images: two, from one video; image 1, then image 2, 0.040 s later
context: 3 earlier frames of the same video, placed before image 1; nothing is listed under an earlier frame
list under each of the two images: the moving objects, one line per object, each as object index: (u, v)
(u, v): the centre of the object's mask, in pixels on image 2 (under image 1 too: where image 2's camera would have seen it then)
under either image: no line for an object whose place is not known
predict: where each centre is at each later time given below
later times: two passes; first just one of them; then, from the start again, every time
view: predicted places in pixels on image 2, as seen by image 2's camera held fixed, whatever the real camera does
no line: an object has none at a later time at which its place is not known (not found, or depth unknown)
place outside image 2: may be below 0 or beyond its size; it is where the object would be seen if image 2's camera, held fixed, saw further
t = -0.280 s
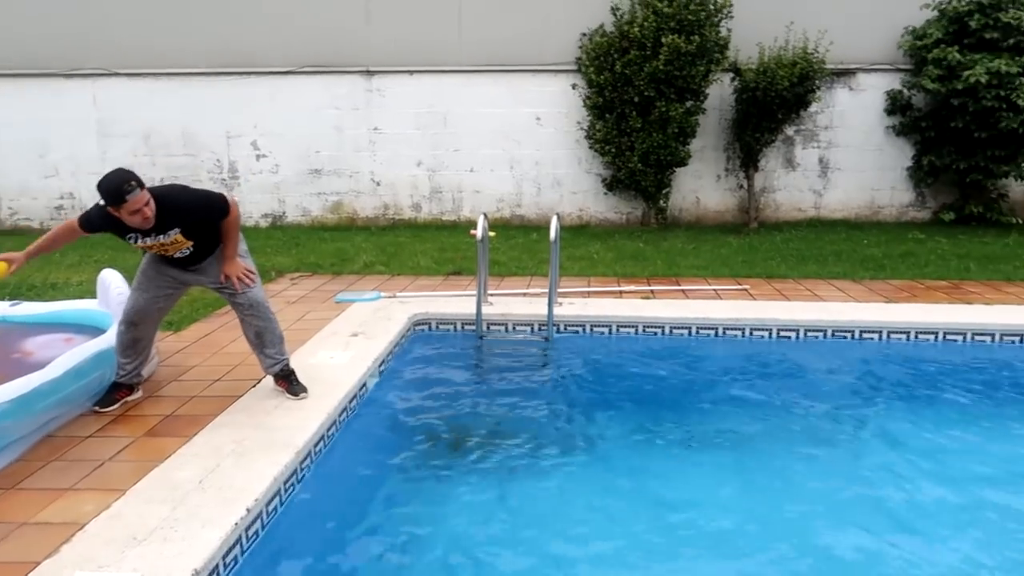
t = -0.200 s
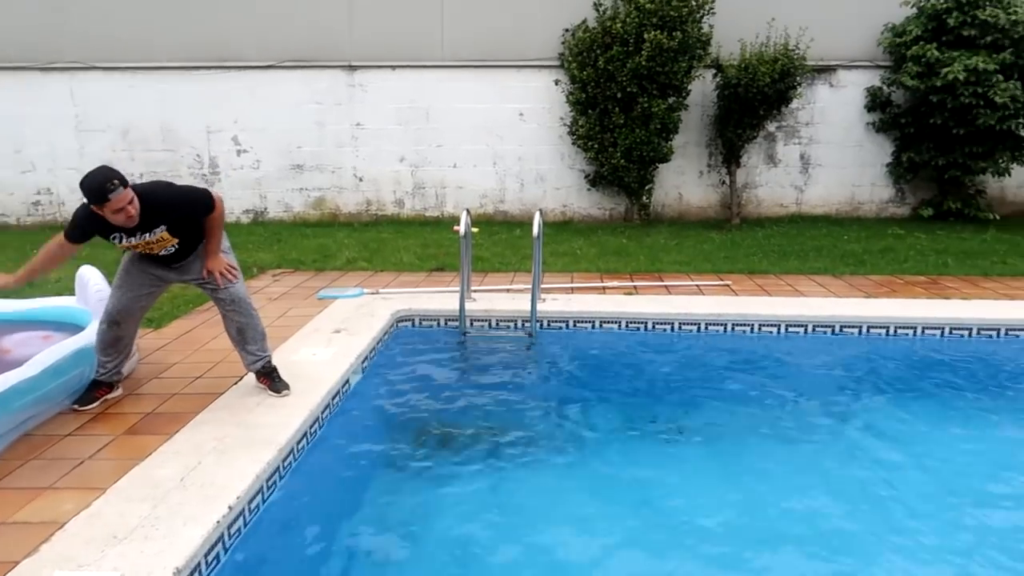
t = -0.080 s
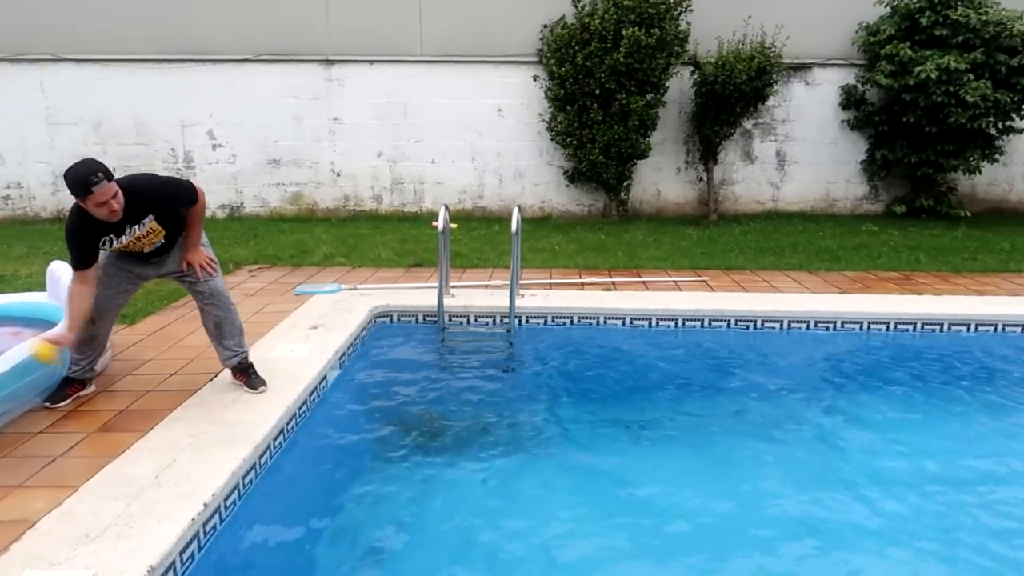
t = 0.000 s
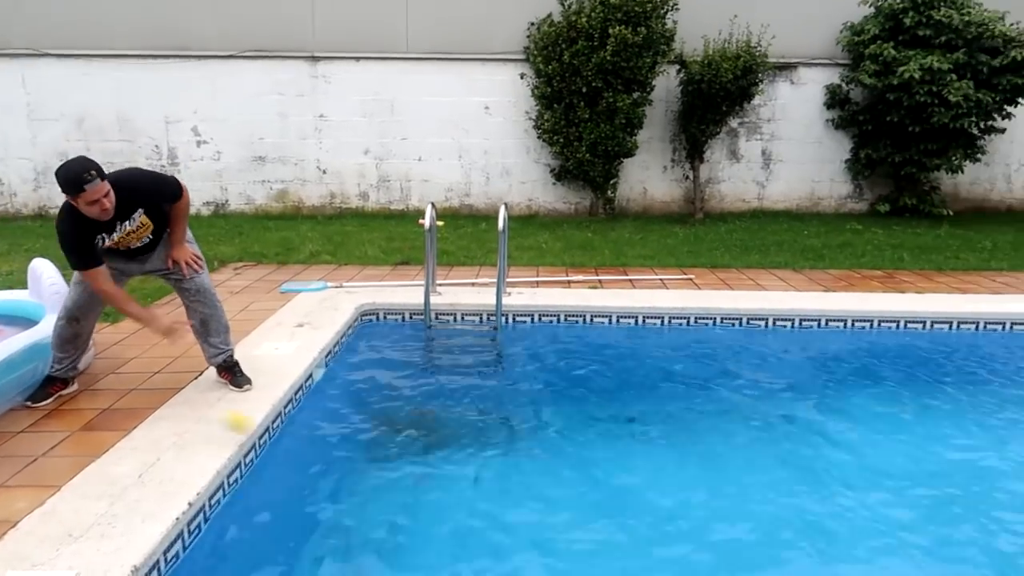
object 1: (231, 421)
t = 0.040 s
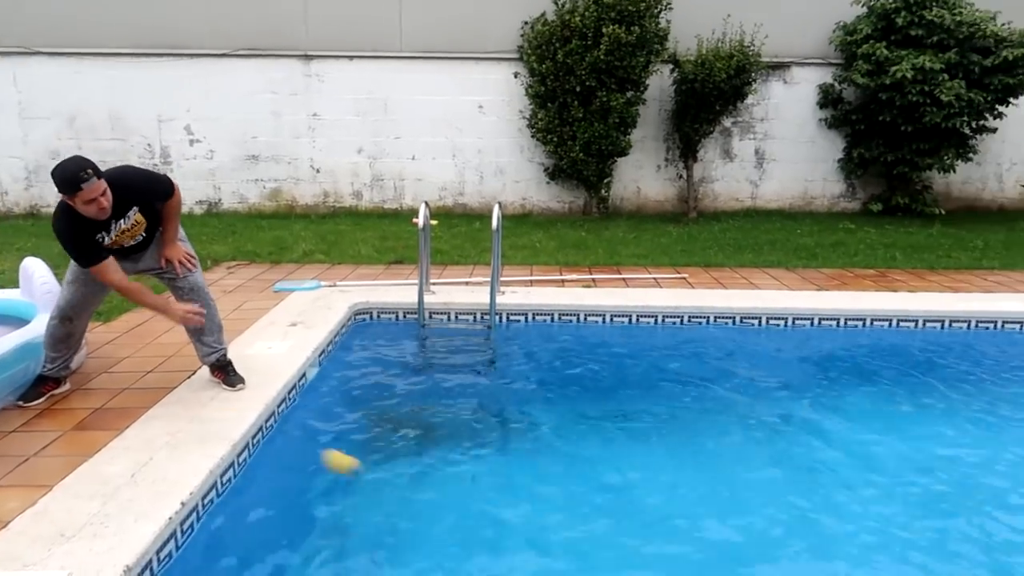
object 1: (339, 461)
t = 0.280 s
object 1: (848, 399)
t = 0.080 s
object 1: (429, 456)
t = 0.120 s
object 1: (509, 439)
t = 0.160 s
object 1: (594, 424)
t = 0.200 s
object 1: (677, 412)
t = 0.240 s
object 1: (763, 403)
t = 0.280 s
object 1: (848, 399)
